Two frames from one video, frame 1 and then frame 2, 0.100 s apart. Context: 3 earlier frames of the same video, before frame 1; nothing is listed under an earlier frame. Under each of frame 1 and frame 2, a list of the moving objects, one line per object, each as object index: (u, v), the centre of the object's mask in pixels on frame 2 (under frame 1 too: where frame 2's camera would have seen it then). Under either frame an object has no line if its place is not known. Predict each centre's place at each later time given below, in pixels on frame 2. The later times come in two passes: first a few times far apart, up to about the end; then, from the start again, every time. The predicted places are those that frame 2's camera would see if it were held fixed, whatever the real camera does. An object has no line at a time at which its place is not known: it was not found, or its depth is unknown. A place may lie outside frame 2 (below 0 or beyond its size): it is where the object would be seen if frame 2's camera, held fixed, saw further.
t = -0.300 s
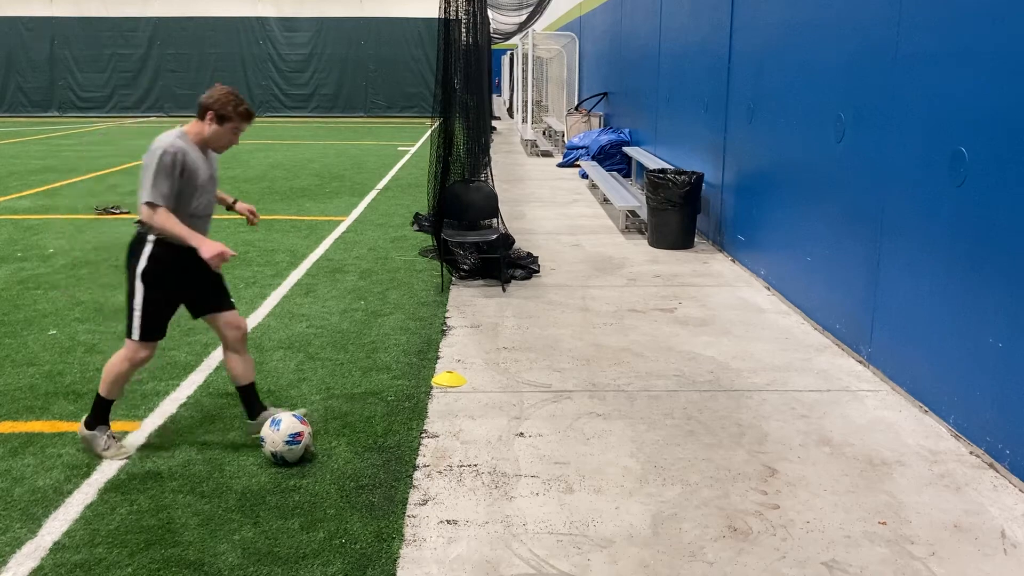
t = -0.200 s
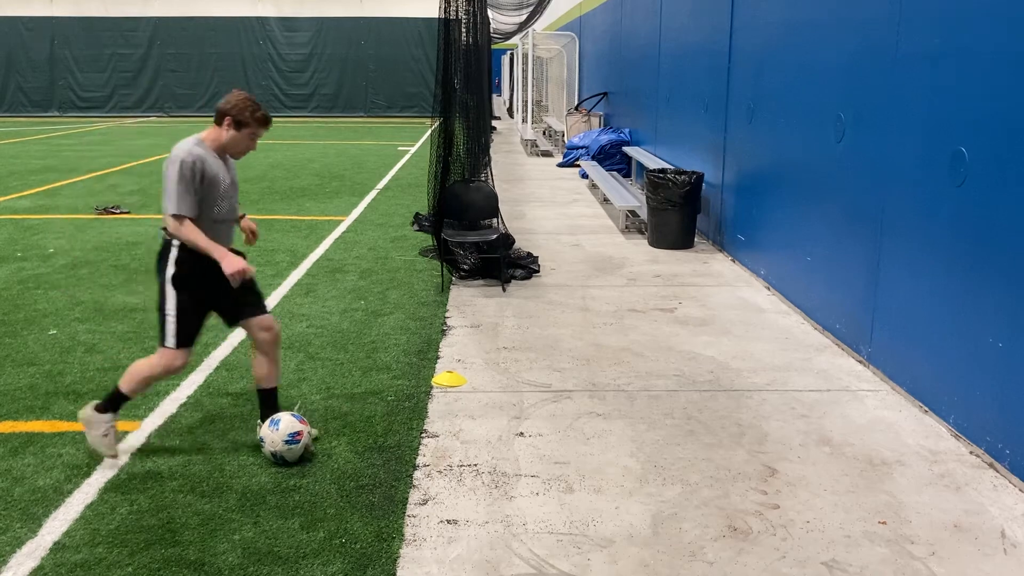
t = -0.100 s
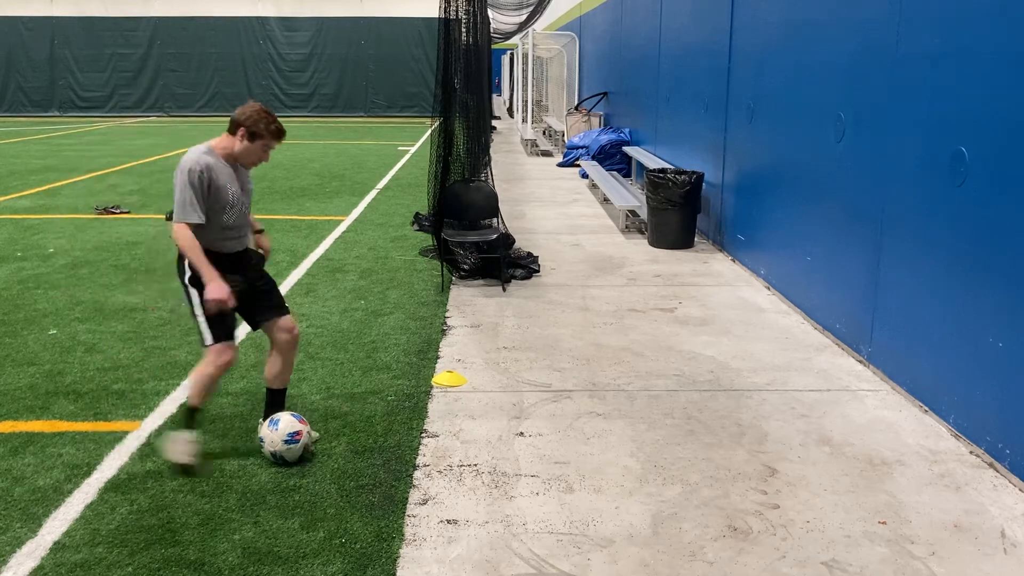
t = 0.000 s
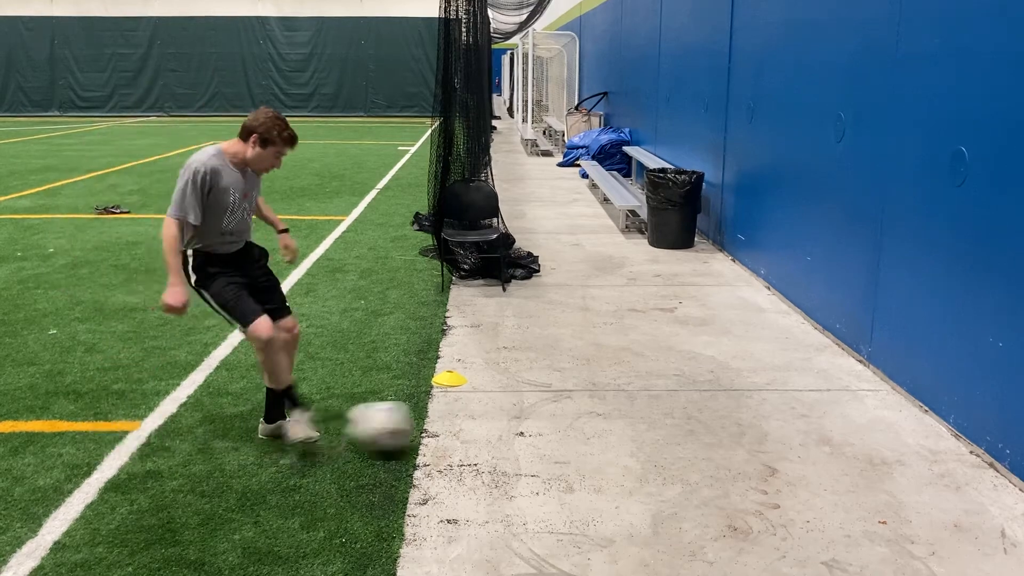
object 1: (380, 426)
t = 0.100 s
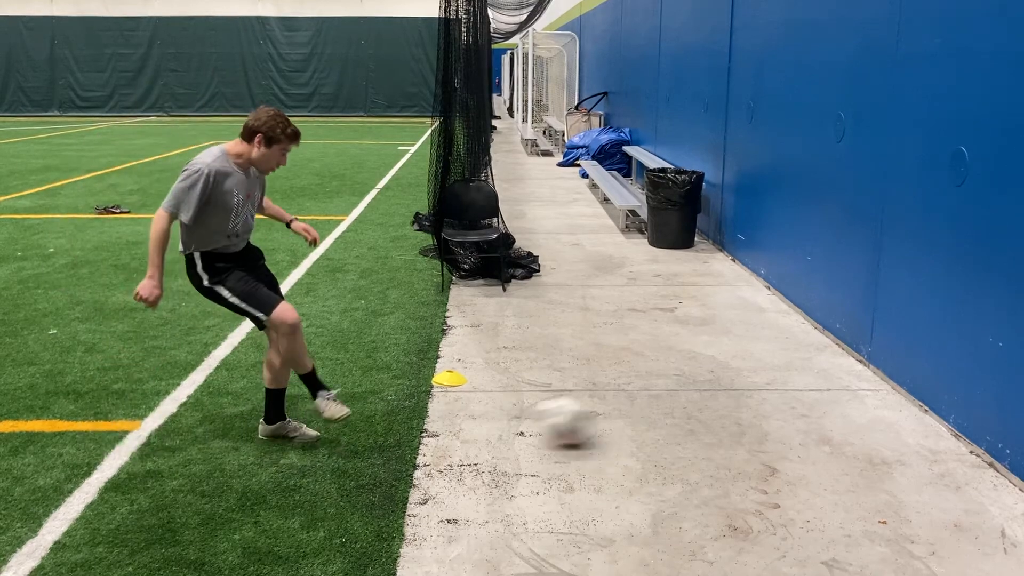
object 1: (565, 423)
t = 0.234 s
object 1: (783, 414)
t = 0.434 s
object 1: (824, 384)
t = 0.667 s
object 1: (564, 384)
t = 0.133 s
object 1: (622, 418)
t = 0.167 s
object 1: (675, 416)
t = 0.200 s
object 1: (729, 414)
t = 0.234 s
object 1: (783, 414)
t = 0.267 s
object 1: (835, 411)
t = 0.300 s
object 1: (881, 408)
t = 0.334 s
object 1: (926, 403)
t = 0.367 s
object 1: (905, 392)
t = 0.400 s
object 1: (866, 387)
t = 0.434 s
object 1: (824, 384)
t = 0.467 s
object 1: (785, 383)
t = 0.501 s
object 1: (744, 384)
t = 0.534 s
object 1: (706, 387)
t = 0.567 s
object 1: (664, 393)
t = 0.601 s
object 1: (625, 398)
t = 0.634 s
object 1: (594, 392)
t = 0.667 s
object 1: (564, 384)
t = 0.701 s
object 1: (530, 382)
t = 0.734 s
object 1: (498, 381)
